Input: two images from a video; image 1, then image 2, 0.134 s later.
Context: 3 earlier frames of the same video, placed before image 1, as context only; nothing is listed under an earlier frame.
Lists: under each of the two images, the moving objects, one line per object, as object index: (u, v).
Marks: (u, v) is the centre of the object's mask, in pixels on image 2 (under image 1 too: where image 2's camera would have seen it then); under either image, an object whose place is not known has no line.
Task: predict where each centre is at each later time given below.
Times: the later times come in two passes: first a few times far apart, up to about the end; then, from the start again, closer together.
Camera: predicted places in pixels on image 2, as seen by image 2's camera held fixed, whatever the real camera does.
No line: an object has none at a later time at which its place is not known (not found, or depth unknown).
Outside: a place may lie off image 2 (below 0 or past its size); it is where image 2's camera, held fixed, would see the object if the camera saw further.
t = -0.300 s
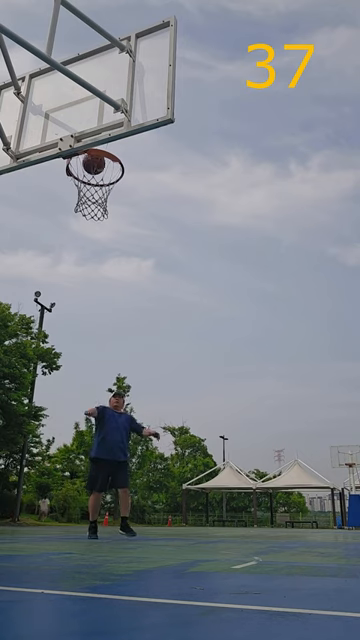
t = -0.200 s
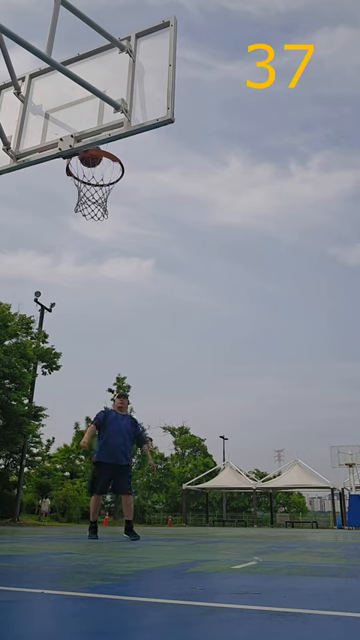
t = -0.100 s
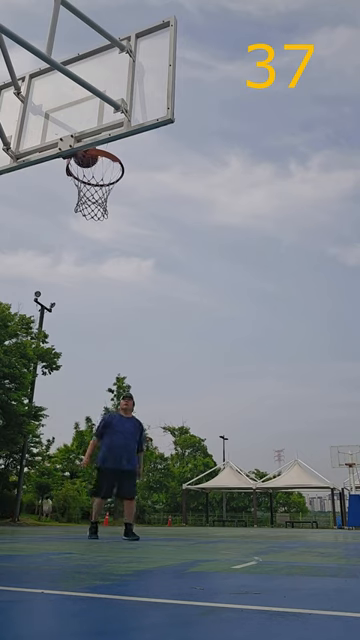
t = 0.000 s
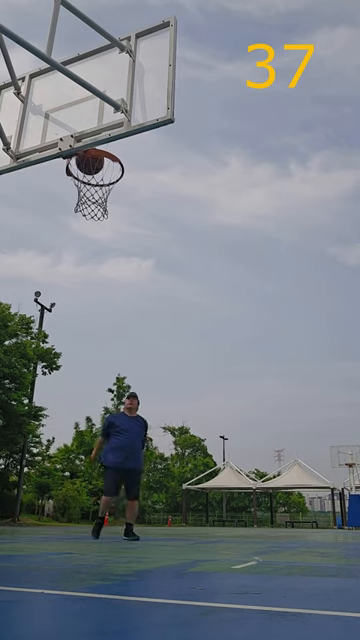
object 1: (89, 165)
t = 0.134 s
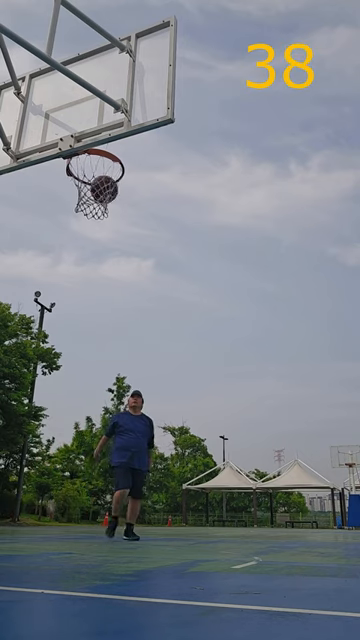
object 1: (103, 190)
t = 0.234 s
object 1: (98, 200)
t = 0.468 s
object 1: (85, 204)
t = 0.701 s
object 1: (84, 229)
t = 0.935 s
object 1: (77, 328)
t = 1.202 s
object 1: (67, 490)
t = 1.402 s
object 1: (84, 328)
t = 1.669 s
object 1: (96, 224)
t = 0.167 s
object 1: (102, 196)
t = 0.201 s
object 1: (100, 198)
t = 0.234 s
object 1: (98, 200)
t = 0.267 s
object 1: (96, 201)
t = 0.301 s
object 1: (93, 202)
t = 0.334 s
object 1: (91, 202)
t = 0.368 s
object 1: (89, 203)
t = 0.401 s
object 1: (87, 204)
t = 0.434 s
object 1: (86, 204)
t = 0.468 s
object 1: (85, 204)
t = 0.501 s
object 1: (84, 205)
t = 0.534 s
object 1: (84, 206)
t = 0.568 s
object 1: (84, 208)
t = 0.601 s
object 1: (84, 211)
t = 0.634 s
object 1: (84, 216)
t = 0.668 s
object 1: (84, 222)
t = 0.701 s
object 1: (84, 229)
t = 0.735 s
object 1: (83, 237)
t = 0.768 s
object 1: (83, 248)
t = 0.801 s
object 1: (82, 260)
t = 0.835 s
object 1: (81, 274)
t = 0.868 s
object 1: (80, 289)
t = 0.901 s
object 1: (79, 307)
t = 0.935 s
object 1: (77, 328)
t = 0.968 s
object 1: (76, 350)
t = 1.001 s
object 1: (74, 377)
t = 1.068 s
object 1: (70, 438)
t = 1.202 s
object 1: (67, 490)
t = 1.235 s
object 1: (71, 457)
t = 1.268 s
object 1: (74, 426)
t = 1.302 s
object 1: (76, 398)
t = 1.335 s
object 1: (79, 372)
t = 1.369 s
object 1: (81, 349)
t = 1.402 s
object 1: (84, 328)
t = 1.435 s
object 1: (86, 308)
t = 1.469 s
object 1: (88, 291)
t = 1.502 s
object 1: (89, 276)
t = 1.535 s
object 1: (91, 262)
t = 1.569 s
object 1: (92, 250)
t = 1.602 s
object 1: (93, 240)
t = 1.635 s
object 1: (95, 232)
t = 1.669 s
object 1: (96, 224)
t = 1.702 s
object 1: (97, 219)
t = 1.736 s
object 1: (98, 215)
